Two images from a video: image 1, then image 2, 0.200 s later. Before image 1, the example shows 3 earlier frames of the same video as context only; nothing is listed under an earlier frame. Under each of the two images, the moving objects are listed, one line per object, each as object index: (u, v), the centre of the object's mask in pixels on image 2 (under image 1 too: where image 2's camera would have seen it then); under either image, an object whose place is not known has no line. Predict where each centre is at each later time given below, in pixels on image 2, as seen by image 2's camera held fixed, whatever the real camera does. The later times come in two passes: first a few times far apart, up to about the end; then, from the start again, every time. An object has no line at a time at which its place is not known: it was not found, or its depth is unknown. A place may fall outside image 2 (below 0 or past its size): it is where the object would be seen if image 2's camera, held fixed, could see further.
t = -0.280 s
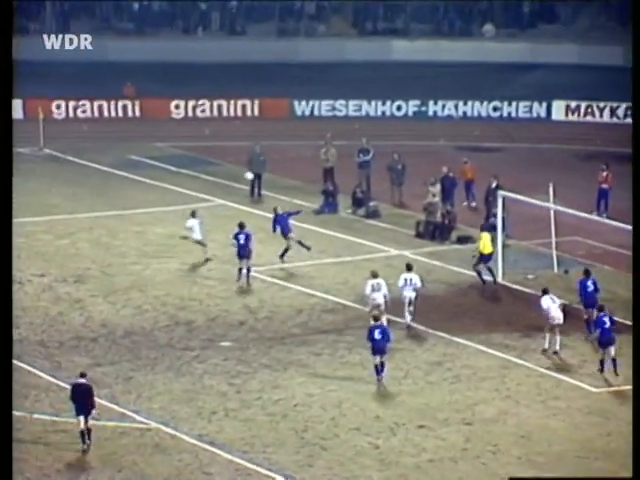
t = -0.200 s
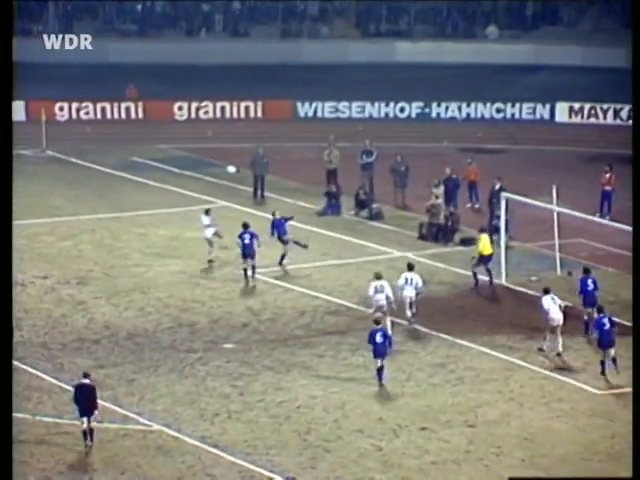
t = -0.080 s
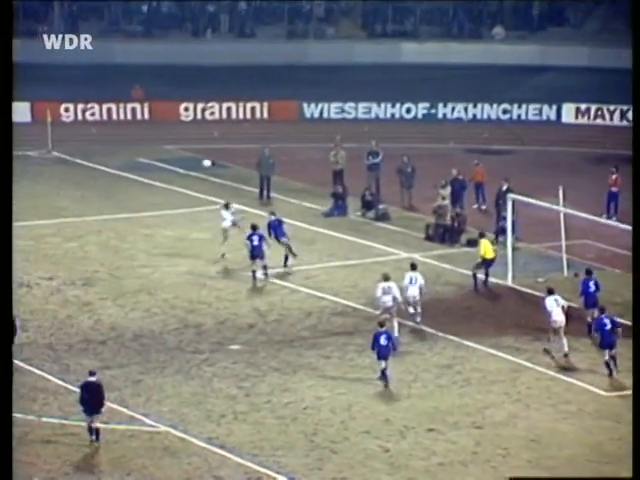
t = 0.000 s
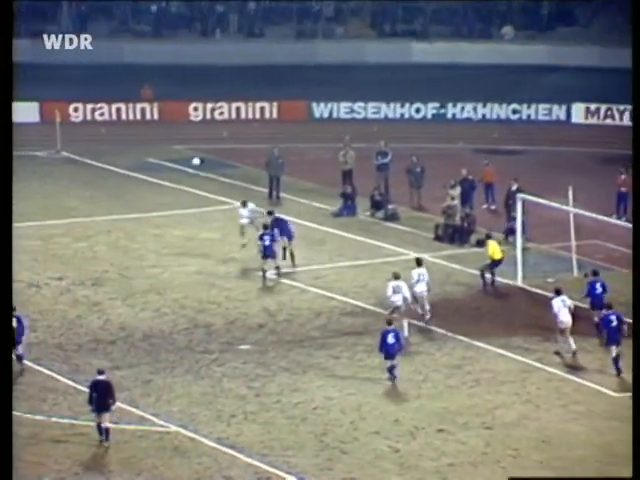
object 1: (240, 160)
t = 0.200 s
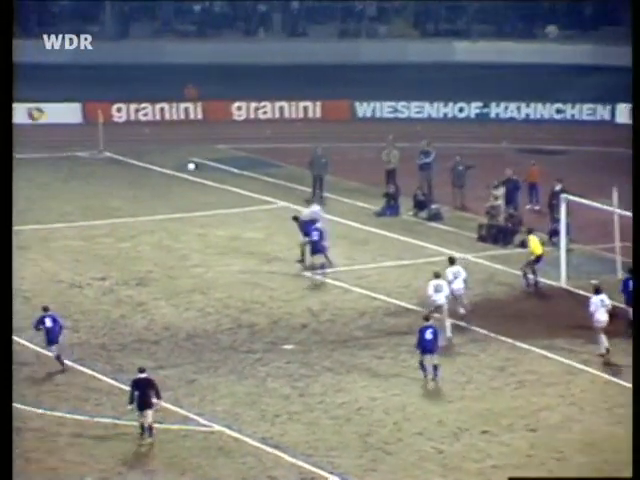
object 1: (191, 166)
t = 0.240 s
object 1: (182, 169)
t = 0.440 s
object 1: (135, 191)
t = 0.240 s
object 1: (182, 169)
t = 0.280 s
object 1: (172, 173)
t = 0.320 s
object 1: (163, 176)
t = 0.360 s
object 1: (153, 181)
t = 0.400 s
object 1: (144, 186)
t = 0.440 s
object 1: (135, 191)
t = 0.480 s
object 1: (126, 197)
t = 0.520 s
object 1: (116, 203)
